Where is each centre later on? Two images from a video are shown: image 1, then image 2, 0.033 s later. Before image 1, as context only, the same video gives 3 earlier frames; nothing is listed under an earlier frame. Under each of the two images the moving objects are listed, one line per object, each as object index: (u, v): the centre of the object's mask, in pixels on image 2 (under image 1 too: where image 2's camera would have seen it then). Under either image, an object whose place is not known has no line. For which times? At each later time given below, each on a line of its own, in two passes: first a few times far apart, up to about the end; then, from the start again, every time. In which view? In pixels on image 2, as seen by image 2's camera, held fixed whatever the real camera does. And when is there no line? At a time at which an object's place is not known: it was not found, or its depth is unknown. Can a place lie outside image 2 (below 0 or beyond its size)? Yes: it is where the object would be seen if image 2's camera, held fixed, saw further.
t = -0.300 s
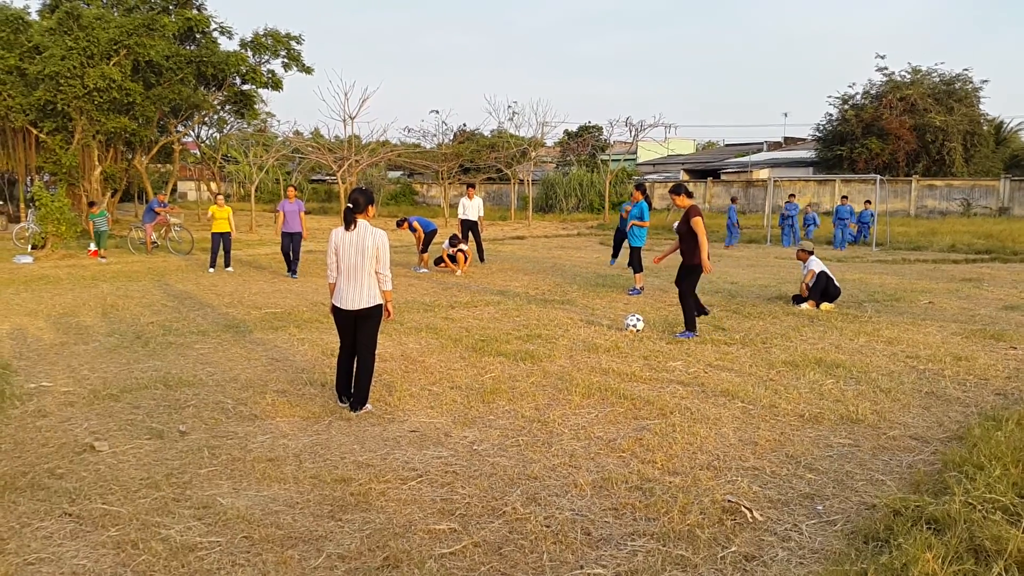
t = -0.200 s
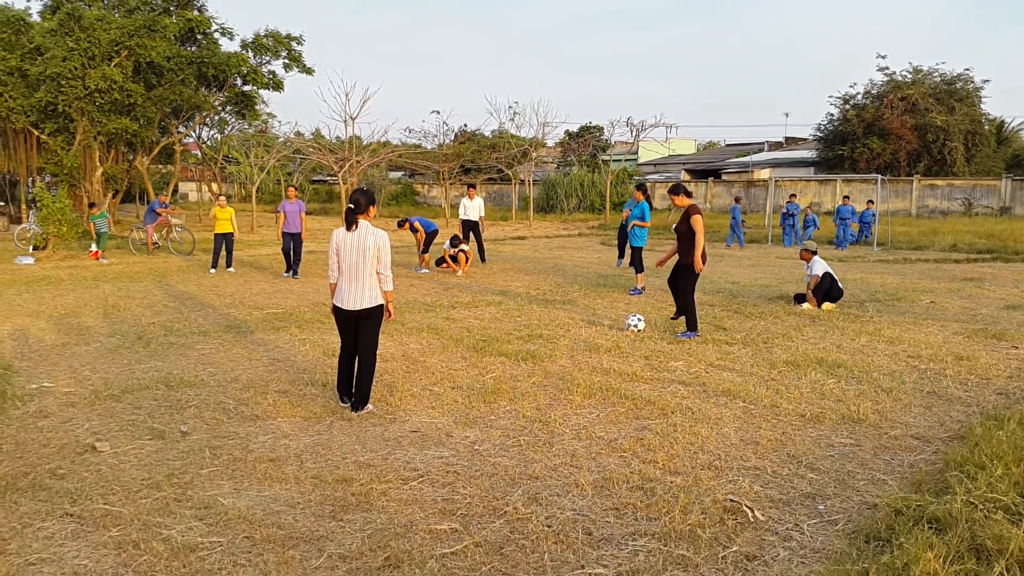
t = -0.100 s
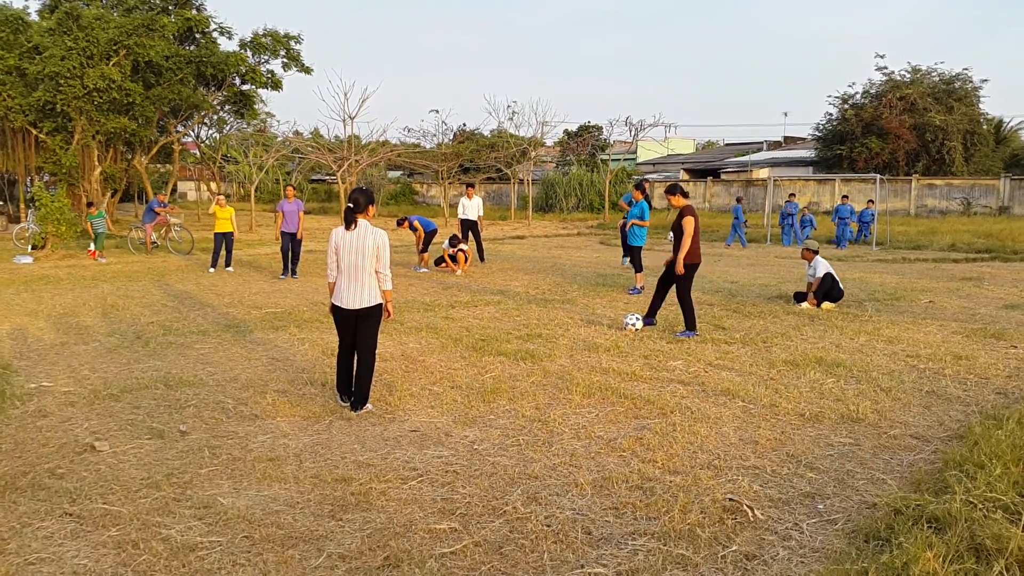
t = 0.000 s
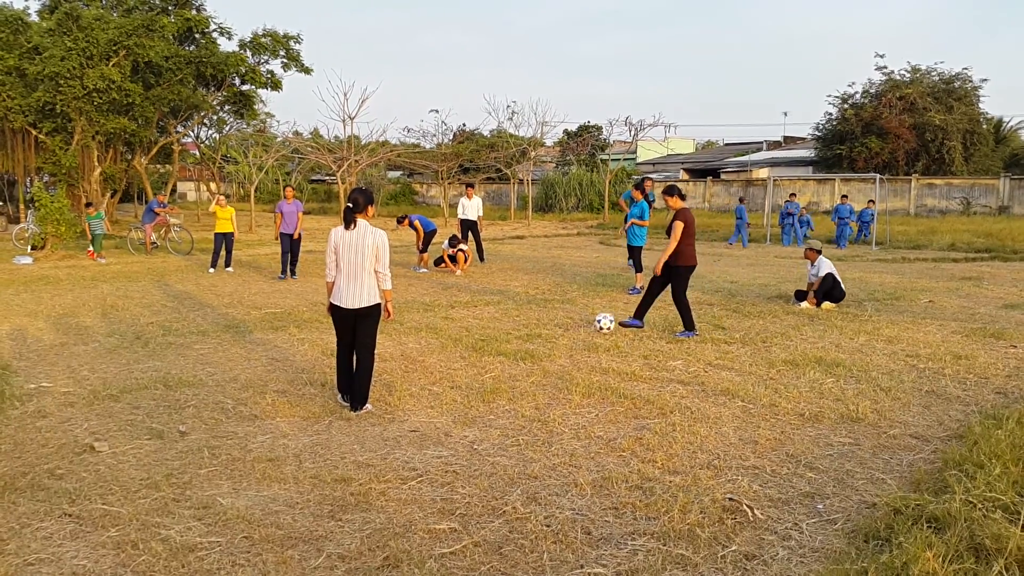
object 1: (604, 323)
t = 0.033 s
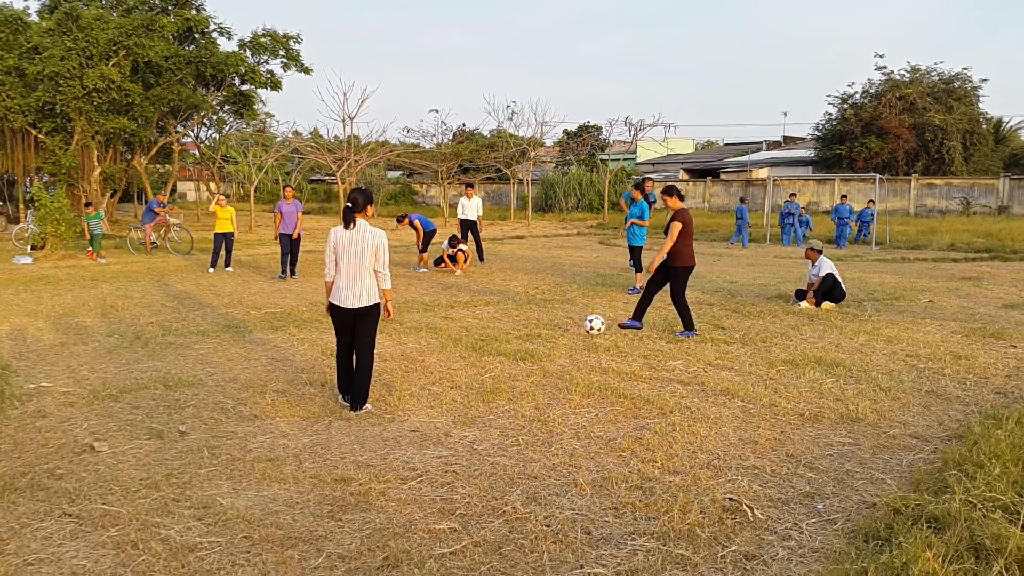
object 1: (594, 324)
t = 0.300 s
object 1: (522, 335)
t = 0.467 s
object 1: (479, 352)
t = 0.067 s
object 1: (584, 327)
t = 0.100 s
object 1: (573, 332)
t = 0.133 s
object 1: (564, 334)
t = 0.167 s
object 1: (556, 332)
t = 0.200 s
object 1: (548, 331)
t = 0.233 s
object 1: (540, 331)
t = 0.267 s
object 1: (531, 332)
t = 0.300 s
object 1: (522, 335)
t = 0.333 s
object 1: (513, 339)
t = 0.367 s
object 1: (503, 344)
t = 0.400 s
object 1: (494, 350)
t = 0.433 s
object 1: (486, 351)
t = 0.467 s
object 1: (479, 352)
